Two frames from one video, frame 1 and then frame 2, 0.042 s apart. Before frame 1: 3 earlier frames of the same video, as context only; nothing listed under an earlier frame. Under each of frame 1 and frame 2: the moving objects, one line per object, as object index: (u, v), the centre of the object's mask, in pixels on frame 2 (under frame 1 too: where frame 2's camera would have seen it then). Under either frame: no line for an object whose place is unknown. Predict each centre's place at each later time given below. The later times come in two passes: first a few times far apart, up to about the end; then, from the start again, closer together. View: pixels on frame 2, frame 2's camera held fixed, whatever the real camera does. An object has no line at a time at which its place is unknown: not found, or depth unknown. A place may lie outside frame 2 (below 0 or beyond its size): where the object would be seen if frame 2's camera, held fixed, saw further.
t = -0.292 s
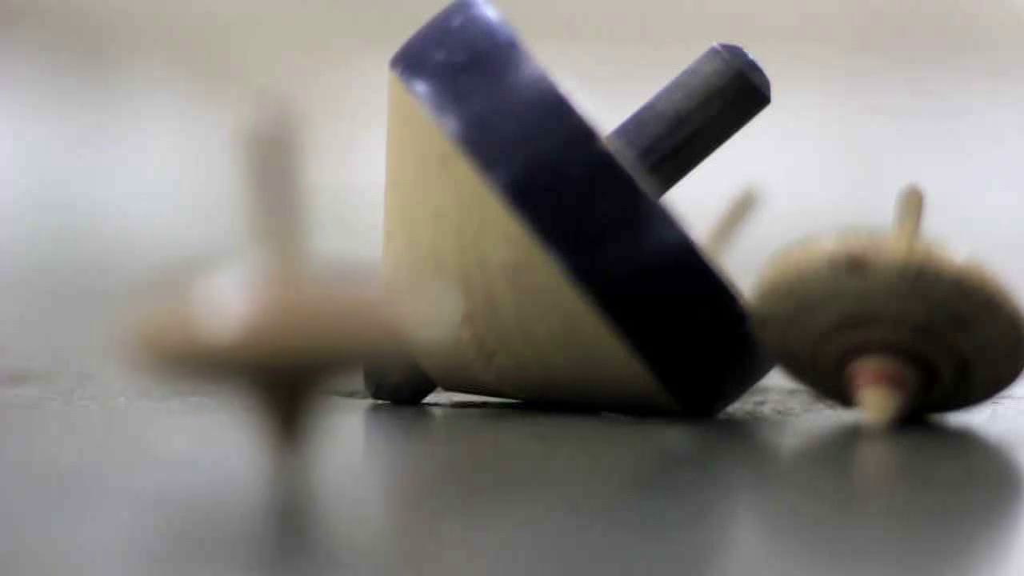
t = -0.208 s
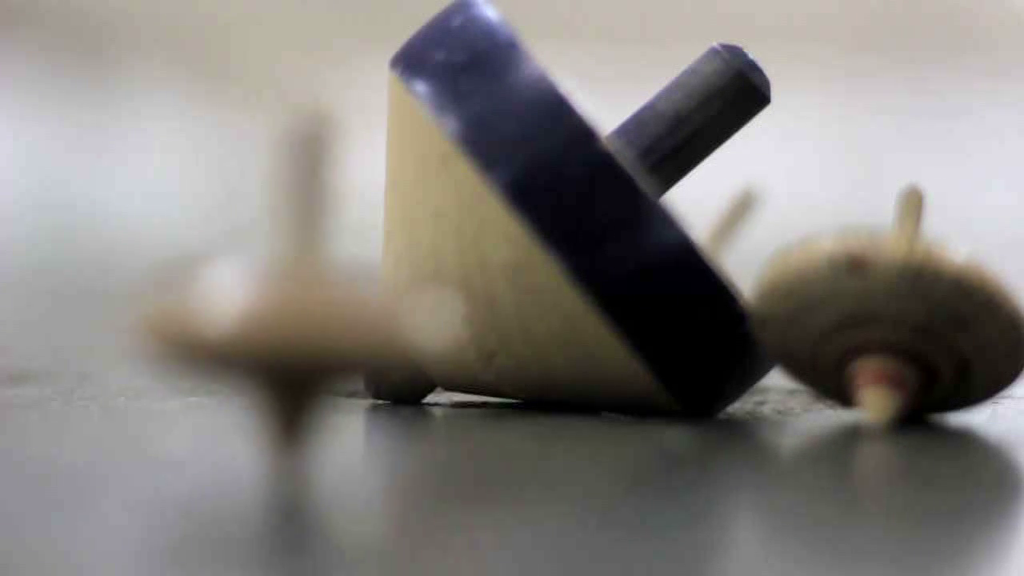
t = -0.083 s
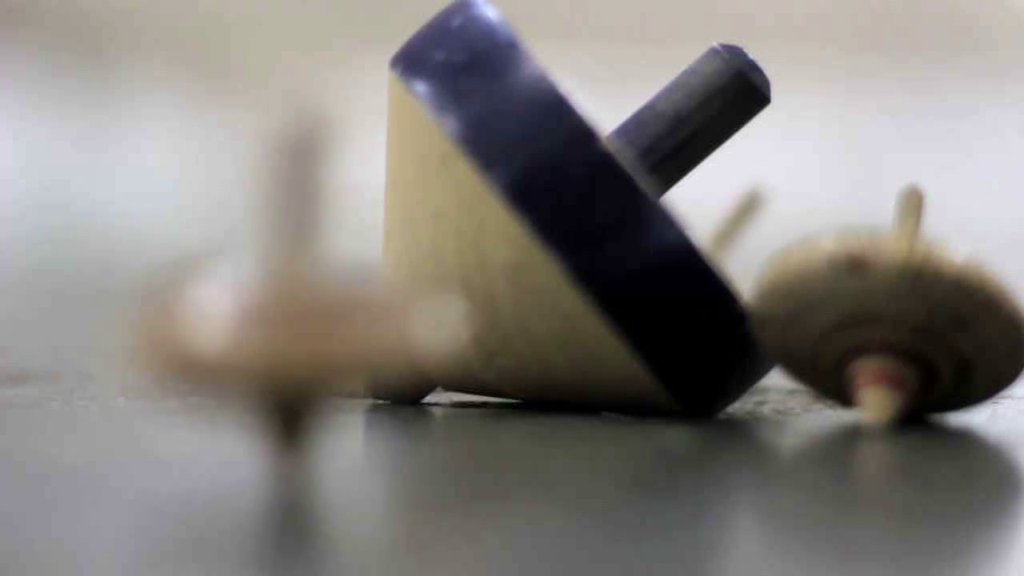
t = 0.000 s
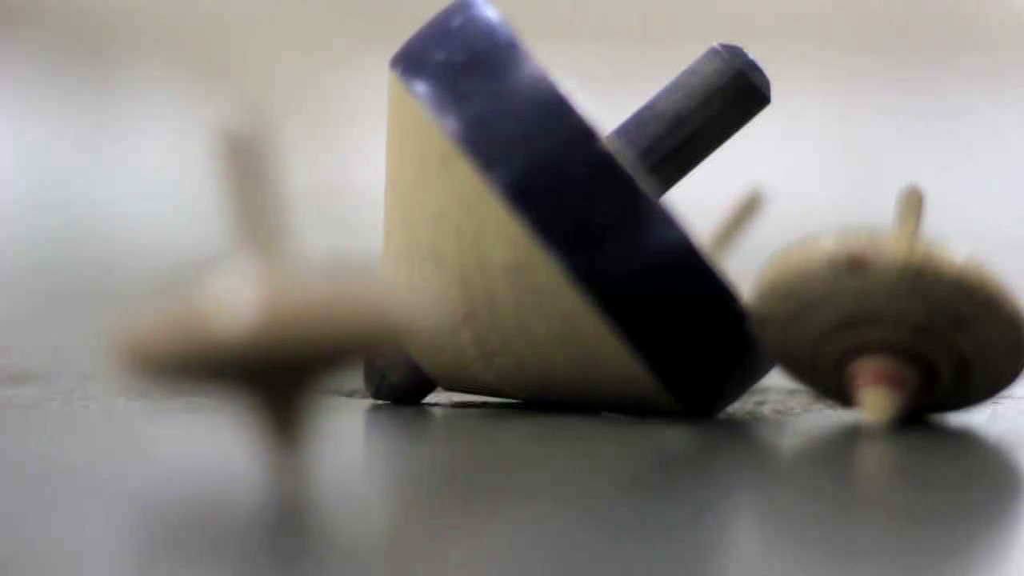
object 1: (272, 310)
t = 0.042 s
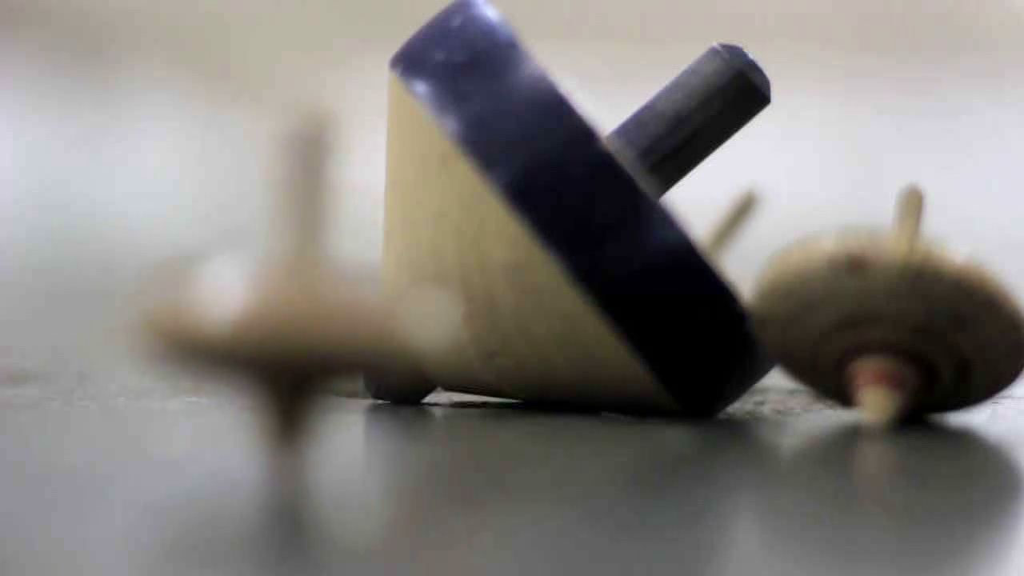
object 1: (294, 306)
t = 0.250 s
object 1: (295, 307)
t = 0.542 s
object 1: (295, 306)
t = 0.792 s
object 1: (299, 307)
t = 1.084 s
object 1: (283, 307)
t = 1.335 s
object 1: (276, 306)
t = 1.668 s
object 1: (297, 308)
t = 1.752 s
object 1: (278, 310)
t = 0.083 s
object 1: (301, 309)
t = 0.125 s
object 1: (288, 305)
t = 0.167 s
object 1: (290, 304)
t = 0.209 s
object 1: (294, 305)
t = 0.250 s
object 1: (295, 307)
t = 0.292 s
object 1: (295, 307)
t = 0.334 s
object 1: (281, 305)
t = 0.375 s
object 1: (270, 309)
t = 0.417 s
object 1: (292, 304)
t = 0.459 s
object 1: (295, 306)
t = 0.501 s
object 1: (288, 306)
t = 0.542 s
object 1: (295, 306)
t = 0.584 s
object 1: (294, 306)
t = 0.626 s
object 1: (299, 309)
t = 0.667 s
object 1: (303, 312)
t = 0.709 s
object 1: (287, 304)
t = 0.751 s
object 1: (285, 306)
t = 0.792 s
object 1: (299, 307)
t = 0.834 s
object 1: (295, 305)
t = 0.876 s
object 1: (289, 307)
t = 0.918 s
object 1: (284, 306)
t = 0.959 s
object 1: (280, 304)
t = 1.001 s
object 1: (299, 310)
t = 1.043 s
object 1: (300, 311)
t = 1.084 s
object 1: (283, 307)
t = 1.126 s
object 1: (283, 305)
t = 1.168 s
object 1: (285, 306)
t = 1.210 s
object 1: (293, 304)
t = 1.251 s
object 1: (299, 309)
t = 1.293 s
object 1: (279, 307)
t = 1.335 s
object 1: (276, 306)
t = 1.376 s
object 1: (287, 305)
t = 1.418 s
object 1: (293, 306)
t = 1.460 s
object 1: (301, 311)
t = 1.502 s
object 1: (290, 305)
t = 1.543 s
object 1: (278, 307)
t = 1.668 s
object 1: (297, 308)
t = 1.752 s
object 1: (278, 310)
